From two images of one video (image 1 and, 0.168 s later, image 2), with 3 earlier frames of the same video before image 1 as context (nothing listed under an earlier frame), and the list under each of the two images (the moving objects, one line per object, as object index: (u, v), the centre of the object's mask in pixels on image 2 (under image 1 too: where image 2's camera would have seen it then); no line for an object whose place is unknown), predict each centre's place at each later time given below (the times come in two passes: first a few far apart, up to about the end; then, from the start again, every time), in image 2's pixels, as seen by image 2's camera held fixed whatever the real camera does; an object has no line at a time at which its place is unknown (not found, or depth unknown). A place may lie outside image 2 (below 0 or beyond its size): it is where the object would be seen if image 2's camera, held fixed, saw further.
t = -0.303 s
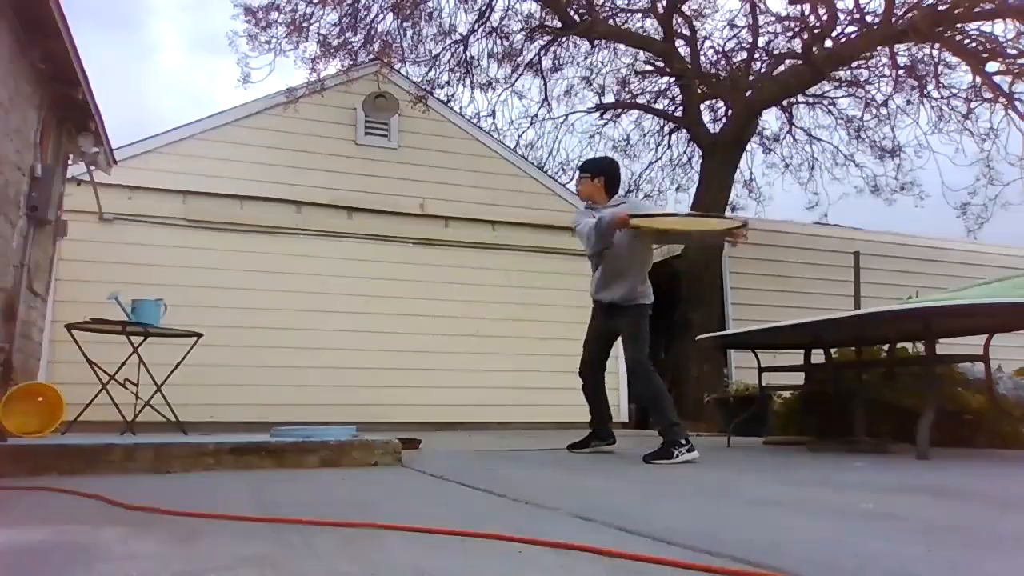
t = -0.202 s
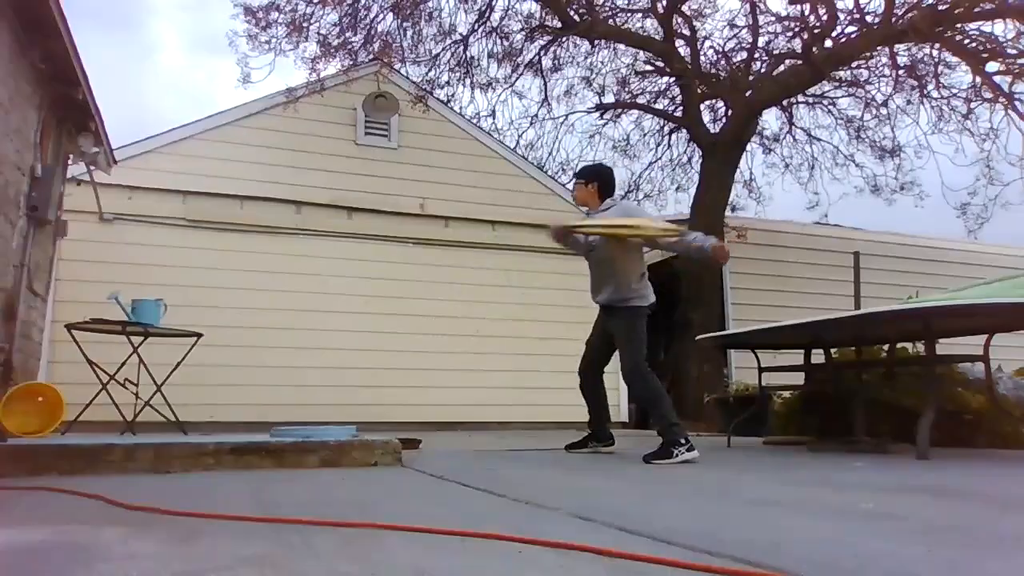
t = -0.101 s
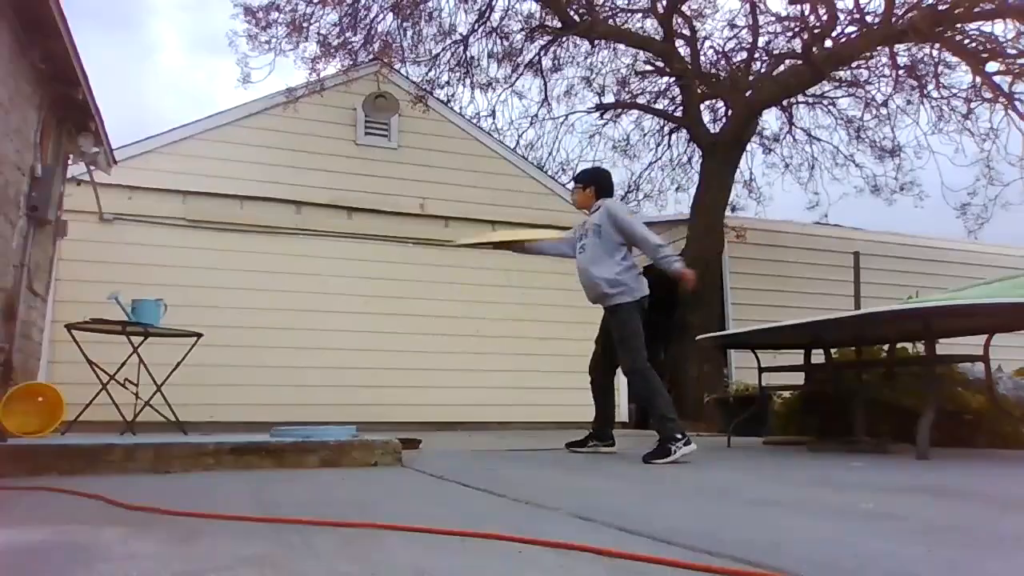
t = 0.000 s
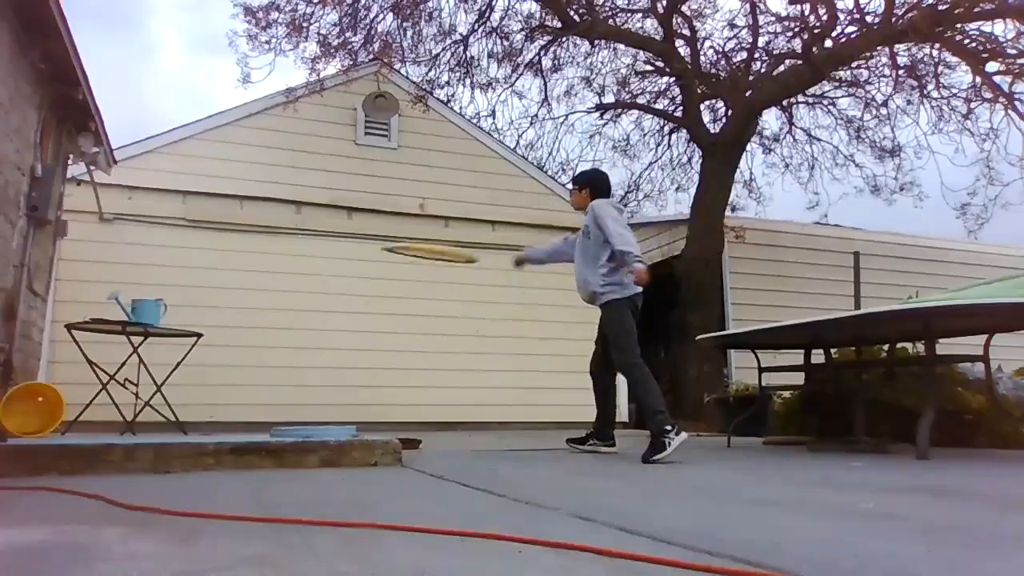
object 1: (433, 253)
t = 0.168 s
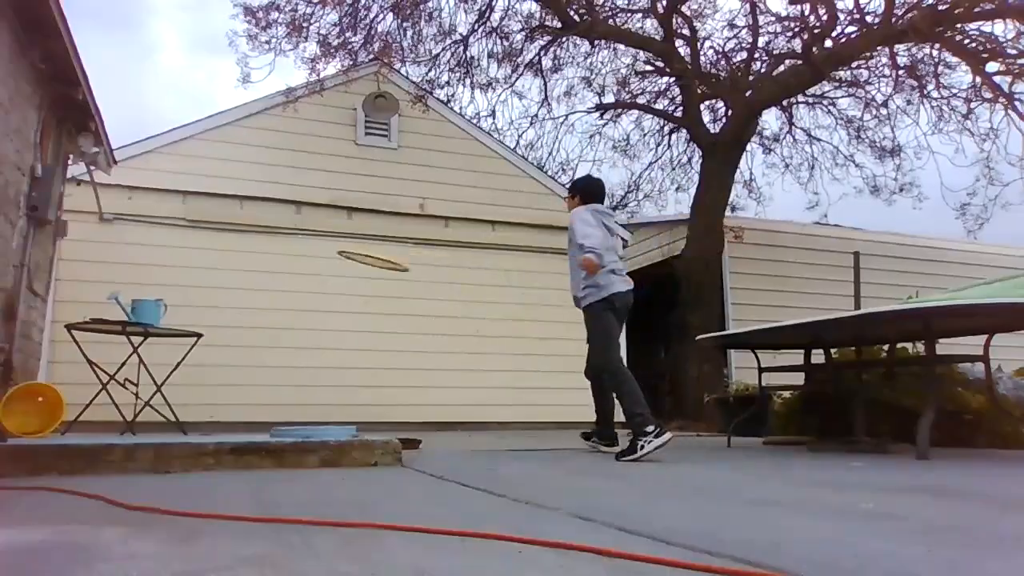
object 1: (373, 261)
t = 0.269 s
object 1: (355, 261)
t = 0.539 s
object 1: (323, 243)
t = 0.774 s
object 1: (301, 224)
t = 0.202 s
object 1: (366, 261)
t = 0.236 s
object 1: (360, 261)
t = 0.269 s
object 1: (355, 261)
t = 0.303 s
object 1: (351, 261)
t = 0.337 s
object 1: (347, 261)
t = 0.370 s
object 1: (344, 261)
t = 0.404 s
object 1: (341, 256)
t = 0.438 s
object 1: (337, 254)
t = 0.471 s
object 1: (334, 251)
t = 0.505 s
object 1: (326, 245)
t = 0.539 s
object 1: (323, 243)
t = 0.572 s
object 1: (320, 240)
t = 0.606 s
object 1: (317, 237)
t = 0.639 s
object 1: (314, 235)
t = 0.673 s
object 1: (312, 232)
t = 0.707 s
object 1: (309, 229)
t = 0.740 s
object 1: (305, 227)
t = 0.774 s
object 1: (301, 224)
